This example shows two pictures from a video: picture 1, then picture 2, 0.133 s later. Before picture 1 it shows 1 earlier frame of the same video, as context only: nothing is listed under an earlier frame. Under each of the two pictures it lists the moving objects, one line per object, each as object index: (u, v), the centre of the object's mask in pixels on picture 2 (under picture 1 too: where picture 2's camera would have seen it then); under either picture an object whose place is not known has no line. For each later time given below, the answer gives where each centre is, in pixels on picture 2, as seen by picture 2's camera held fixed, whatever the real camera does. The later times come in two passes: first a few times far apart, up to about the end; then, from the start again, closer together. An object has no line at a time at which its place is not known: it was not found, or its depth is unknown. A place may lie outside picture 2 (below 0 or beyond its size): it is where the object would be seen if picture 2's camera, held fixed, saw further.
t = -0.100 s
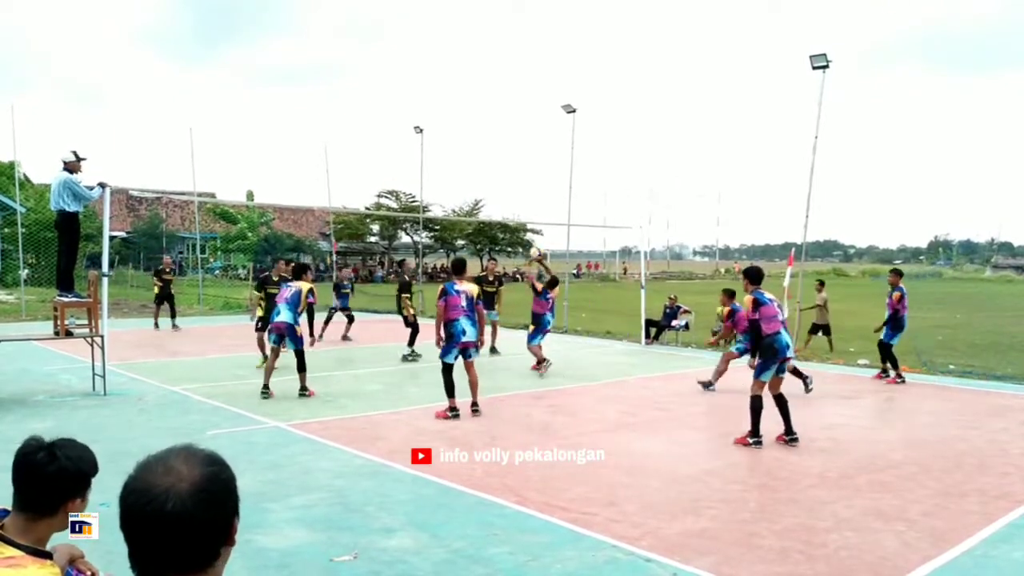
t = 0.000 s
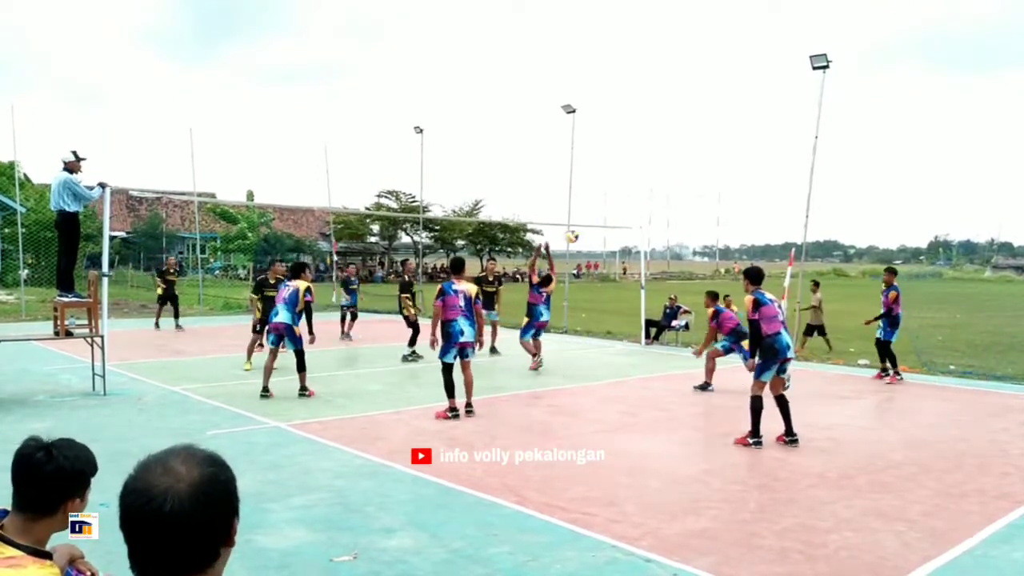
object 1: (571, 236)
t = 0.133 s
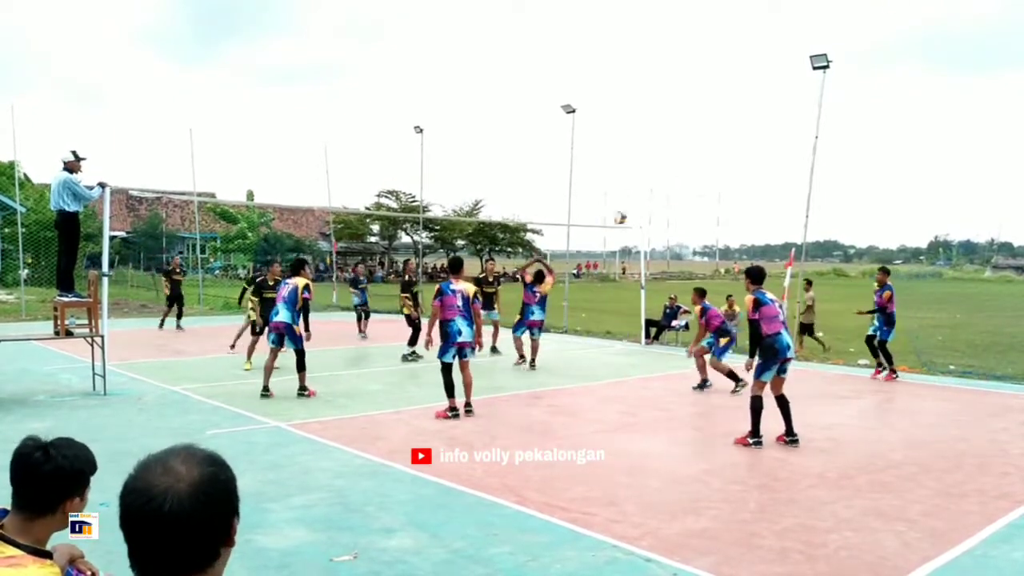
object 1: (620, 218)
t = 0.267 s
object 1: (669, 212)
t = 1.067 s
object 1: (1002, 349)
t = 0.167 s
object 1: (631, 216)
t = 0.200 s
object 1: (643, 215)
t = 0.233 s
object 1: (656, 212)
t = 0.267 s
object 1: (669, 212)
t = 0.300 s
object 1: (682, 213)
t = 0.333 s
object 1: (695, 214)
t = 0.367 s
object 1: (709, 218)
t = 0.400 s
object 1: (721, 221)
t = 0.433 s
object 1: (734, 225)
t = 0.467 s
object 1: (748, 231)
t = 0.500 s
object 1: (760, 237)
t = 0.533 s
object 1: (775, 244)
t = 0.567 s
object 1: (788, 251)
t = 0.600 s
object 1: (802, 262)
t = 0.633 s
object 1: (815, 272)
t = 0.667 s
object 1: (830, 284)
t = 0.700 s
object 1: (842, 298)
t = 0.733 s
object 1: (856, 311)
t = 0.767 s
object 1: (871, 326)
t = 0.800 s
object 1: (883, 341)
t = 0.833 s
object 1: (898, 361)
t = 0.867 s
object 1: (912, 379)
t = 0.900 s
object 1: (925, 400)
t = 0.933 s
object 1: (939, 403)
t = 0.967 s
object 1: (955, 390)
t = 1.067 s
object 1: (1002, 349)
